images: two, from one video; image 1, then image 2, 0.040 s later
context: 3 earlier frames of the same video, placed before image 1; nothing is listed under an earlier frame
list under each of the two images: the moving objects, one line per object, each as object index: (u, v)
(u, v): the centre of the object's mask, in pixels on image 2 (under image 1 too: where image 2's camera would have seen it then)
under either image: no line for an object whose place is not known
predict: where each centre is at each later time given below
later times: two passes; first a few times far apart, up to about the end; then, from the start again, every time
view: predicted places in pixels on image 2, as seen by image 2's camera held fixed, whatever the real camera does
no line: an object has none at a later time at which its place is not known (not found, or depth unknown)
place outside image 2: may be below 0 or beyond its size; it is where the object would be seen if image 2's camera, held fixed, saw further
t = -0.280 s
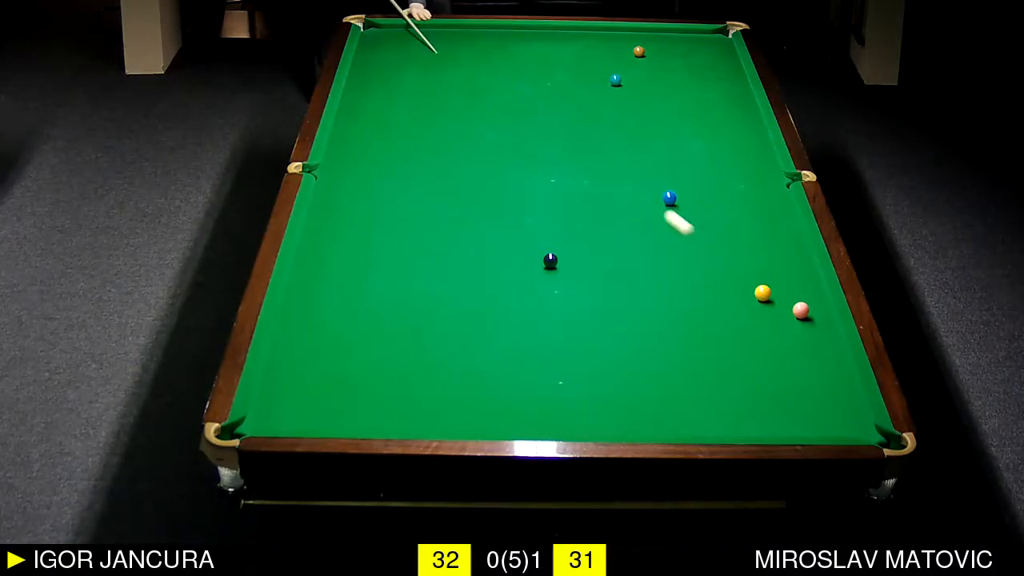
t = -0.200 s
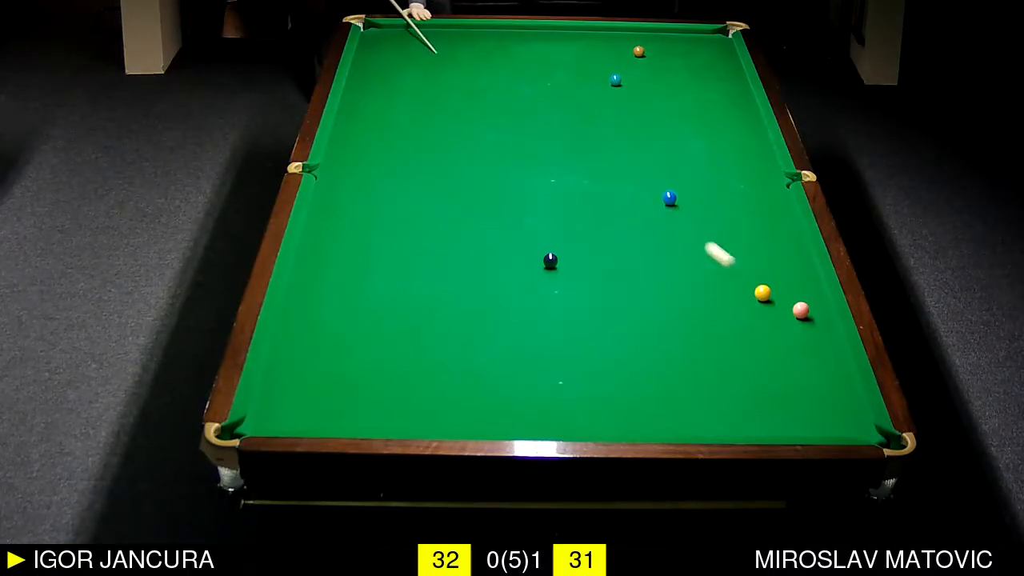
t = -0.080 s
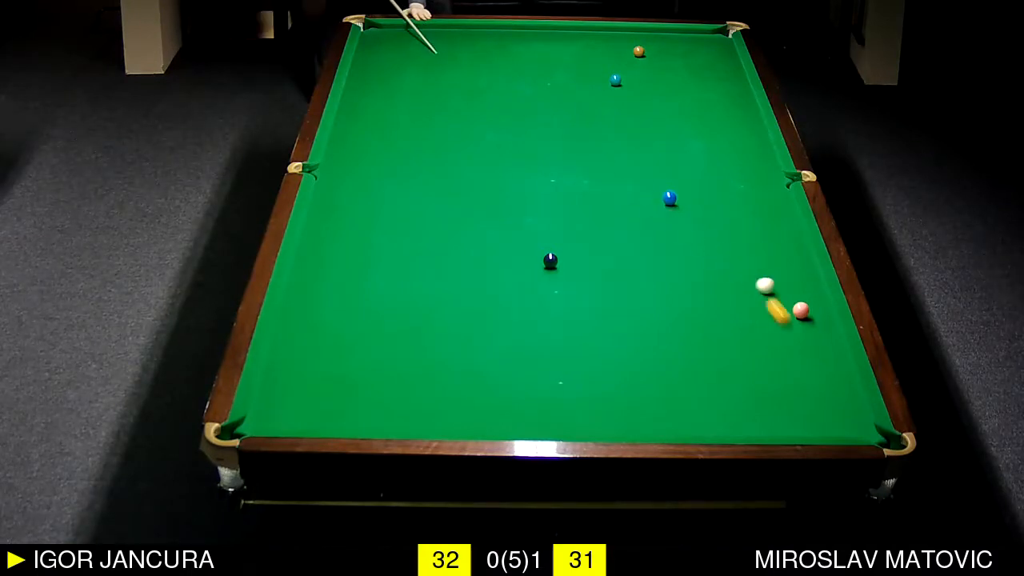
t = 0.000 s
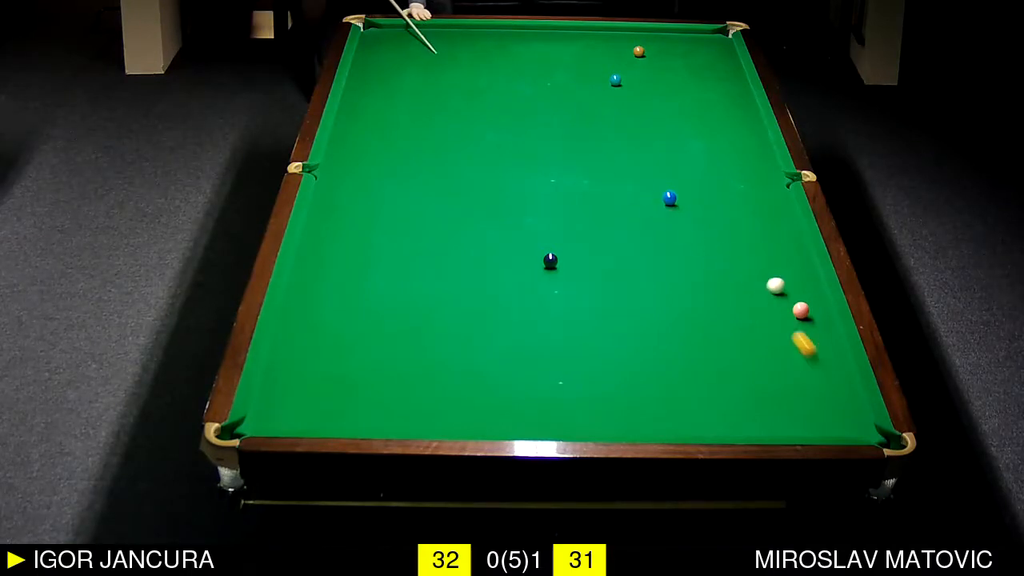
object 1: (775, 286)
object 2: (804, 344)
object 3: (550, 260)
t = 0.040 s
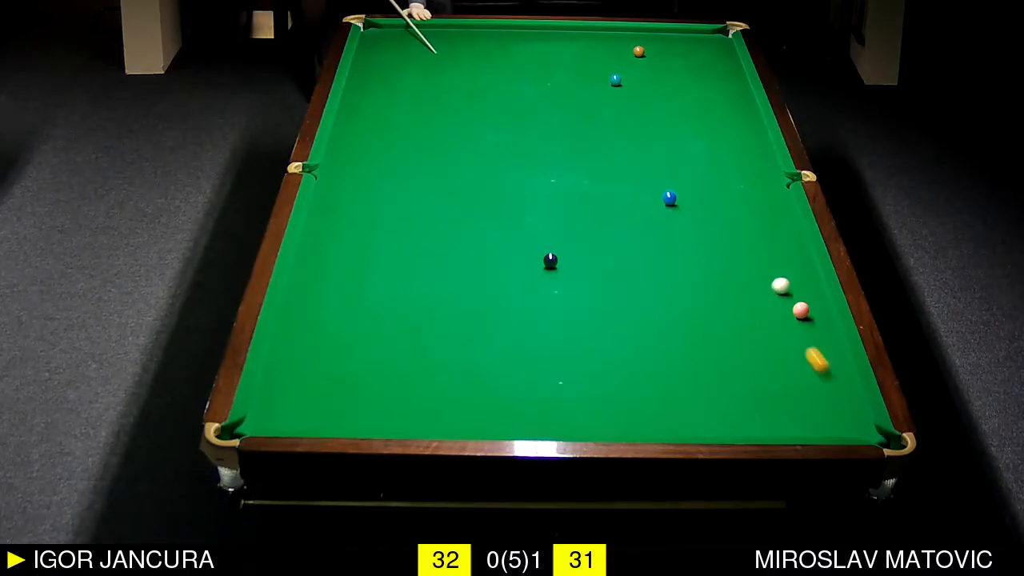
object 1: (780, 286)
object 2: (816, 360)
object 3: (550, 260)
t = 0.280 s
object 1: (809, 286)
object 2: (871, 431)
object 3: (550, 260)
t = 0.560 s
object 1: (799, 284)
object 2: (821, 413)
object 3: (550, 260)
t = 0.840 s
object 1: (778, 283)
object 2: (784, 390)
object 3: (550, 260)
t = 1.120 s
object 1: (760, 281)
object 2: (751, 370)
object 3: (550, 260)
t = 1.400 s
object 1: (744, 280)
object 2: (720, 351)
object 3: (550, 260)
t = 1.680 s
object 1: (731, 279)
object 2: (693, 335)
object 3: (550, 260)
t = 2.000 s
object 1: (719, 278)
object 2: (664, 318)
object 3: (550, 260)
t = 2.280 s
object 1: (712, 278)
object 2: (641, 305)
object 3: (550, 260)
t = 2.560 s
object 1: (707, 278)
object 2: (620, 294)
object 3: (550, 260)
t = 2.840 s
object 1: (705, 278)
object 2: (602, 283)
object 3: (550, 260)
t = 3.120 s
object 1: (704, 277)
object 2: (585, 274)
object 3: (550, 260)
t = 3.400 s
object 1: (704, 277)
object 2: (571, 266)
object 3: (550, 260)
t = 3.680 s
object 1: (704, 277)
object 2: (565, 260)
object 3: (544, 259)
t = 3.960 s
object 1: (704, 277)
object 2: (564, 257)
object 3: (537, 258)
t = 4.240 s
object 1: (704, 277)
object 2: (563, 254)
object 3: (531, 256)
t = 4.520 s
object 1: (704, 277)
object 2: (563, 253)
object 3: (528, 256)
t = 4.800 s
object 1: (704, 277)
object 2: (563, 252)
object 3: (526, 255)
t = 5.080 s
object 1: (704, 277)
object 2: (562, 253)
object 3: (526, 255)
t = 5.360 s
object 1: (704, 277)
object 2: (562, 253)
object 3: (527, 255)
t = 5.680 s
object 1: (704, 277)
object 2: (563, 253)
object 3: (527, 255)
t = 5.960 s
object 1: (704, 277)
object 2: (562, 253)
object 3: (527, 255)
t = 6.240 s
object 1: (704, 277)
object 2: (562, 253)
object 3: (527, 255)
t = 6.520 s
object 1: (704, 277)
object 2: (562, 253)
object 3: (527, 255)
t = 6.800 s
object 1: (704, 277)
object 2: (563, 253)
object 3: (527, 255)
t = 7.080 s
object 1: (704, 277)
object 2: (563, 253)
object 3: (527, 255)
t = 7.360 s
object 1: (704, 277)
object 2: (563, 253)
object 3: (527, 255)
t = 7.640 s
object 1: (704, 277)
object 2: (563, 253)
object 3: (527, 255)
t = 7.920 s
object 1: (704, 277)
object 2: (563, 253)
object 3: (527, 255)
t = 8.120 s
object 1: (704, 277)
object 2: (562, 253)
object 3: (527, 255)
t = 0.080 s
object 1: (785, 286)
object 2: (829, 376)
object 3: (550, 260)
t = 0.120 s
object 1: (790, 286)
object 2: (842, 392)
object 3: (550, 260)
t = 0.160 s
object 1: (795, 286)
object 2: (854, 408)
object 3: (550, 260)
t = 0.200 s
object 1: (800, 286)
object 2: (863, 423)
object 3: (550, 260)
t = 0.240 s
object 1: (805, 286)
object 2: (865, 432)
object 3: (550, 260)
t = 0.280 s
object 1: (809, 286)
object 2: (871, 431)
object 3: (550, 260)
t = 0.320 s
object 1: (814, 286)
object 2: (859, 431)
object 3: (550, 260)
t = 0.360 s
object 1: (815, 286)
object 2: (849, 429)
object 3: (550, 260)
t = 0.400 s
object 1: (812, 286)
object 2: (842, 426)
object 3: (550, 260)
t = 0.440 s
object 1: (808, 285)
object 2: (837, 423)
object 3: (550, 260)
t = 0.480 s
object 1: (805, 285)
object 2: (832, 419)
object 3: (550, 260)
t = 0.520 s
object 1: (802, 285)
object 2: (826, 416)
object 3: (550, 260)
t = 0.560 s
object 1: (799, 284)
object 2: (821, 413)
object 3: (550, 260)
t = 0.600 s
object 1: (796, 284)
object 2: (816, 410)
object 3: (550, 260)
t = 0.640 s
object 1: (793, 284)
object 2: (810, 406)
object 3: (550, 260)
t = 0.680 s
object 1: (790, 284)
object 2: (805, 403)
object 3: (550, 260)
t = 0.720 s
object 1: (787, 283)
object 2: (799, 400)
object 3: (550, 260)
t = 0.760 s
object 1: (784, 283)
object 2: (795, 397)
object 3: (550, 260)
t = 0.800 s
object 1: (781, 283)
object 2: (789, 393)
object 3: (550, 260)
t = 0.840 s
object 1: (778, 283)
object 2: (784, 390)
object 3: (550, 260)
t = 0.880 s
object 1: (775, 283)
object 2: (779, 387)
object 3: (550, 260)
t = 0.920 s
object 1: (773, 282)
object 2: (774, 384)
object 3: (550, 260)
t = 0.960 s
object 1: (770, 282)
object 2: (770, 381)
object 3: (550, 260)
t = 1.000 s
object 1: (768, 282)
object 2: (765, 378)
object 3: (550, 260)
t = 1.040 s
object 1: (765, 281)
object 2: (760, 375)
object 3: (550, 260)
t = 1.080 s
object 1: (762, 281)
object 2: (756, 372)
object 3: (550, 260)
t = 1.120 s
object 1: (760, 281)
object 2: (751, 370)
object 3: (550, 260)
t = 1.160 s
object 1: (757, 281)
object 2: (746, 367)
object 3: (550, 260)
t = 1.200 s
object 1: (755, 281)
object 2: (742, 364)
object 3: (550, 260)
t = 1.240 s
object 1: (753, 280)
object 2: (737, 362)
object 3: (550, 260)
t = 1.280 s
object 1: (751, 280)
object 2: (733, 359)
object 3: (550, 260)
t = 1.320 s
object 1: (748, 280)
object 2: (729, 356)
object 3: (550, 260)
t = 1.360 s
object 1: (746, 280)
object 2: (725, 354)
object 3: (550, 260)
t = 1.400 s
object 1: (744, 280)
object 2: (720, 351)
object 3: (550, 260)
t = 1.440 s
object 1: (742, 280)
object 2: (716, 349)
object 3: (550, 260)
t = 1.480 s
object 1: (740, 280)
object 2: (712, 346)
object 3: (550, 260)
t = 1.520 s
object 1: (738, 279)
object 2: (708, 344)
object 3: (550, 260)
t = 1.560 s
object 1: (736, 279)
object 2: (704, 342)
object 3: (550, 260)
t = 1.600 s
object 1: (735, 279)
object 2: (700, 339)
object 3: (550, 260)
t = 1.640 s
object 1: (733, 279)
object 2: (696, 337)
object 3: (550, 260)
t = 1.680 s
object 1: (731, 279)
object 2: (693, 335)
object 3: (550, 260)
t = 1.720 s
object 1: (729, 279)
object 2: (689, 333)
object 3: (550, 260)
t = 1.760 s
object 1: (728, 279)
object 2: (685, 330)
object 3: (550, 260)
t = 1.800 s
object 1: (726, 279)
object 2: (681, 328)
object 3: (550, 260)
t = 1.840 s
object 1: (725, 278)
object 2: (678, 326)
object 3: (550, 260)
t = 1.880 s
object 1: (723, 278)
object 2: (674, 324)
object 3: (550, 260)
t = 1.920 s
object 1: (722, 278)
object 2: (670, 322)
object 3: (550, 260)
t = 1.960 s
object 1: (721, 278)
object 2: (667, 320)
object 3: (550, 260)
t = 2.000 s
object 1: (719, 278)
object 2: (664, 318)
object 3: (550, 260)
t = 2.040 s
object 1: (718, 278)
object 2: (660, 316)
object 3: (550, 260)
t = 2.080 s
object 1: (717, 278)
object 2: (657, 314)
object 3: (550, 260)
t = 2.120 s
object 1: (716, 278)
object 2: (653, 313)
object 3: (550, 260)
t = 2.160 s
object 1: (715, 278)
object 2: (650, 311)
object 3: (550, 260)
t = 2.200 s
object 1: (714, 278)
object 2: (647, 309)
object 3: (550, 260)
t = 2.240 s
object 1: (713, 278)
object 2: (644, 307)
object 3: (550, 260)
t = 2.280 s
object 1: (712, 278)
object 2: (641, 305)
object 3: (550, 260)
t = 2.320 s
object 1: (711, 278)
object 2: (638, 304)
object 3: (550, 260)
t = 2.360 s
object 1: (710, 278)
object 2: (635, 302)
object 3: (550, 260)
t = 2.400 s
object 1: (709, 278)
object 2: (631, 300)
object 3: (550, 260)
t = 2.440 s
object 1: (709, 278)
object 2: (629, 299)
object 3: (550, 260)
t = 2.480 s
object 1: (708, 278)
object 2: (626, 297)
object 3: (550, 260)
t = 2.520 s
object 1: (708, 278)
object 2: (623, 295)
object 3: (550, 260)
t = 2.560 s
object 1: (707, 278)
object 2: (620, 294)
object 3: (550, 260)
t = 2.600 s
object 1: (707, 278)
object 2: (617, 292)
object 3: (550, 260)
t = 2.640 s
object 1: (706, 277)
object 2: (615, 291)
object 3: (550, 260)
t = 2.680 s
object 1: (706, 277)
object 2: (612, 289)
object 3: (550, 260)
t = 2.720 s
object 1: (705, 278)
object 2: (609, 288)
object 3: (550, 260)
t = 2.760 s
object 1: (705, 277)
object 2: (607, 286)
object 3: (550, 260)
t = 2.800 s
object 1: (705, 277)
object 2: (604, 285)
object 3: (550, 260)
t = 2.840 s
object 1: (705, 278)
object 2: (602, 283)
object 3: (550, 260)
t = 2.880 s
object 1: (705, 277)
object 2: (599, 282)
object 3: (550, 260)
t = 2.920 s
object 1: (704, 277)
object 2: (597, 281)
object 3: (550, 260)
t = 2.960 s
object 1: (704, 277)
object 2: (594, 279)
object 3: (550, 260)
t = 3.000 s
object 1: (704, 277)
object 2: (592, 278)
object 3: (550, 260)
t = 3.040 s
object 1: (704, 277)
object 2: (590, 277)
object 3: (550, 260)
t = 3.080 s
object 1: (704, 277)
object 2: (587, 276)
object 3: (550, 260)
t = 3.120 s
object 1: (704, 277)
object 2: (585, 274)
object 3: (550, 260)
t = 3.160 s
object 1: (704, 277)
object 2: (583, 273)
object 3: (550, 260)
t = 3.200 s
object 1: (704, 277)
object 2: (581, 272)
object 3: (550, 260)
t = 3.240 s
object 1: (704, 277)
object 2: (579, 271)
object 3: (550, 260)
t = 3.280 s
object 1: (704, 277)
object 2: (576, 269)
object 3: (550, 260)
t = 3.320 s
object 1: (704, 277)
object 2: (574, 268)
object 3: (550, 260)
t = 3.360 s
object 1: (704, 277)
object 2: (572, 267)
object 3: (550, 260)
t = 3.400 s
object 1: (704, 277)
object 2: (571, 266)
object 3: (550, 260)
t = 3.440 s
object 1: (704, 277)
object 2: (569, 265)
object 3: (550, 260)
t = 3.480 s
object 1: (704, 277)
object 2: (567, 264)
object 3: (550, 260)
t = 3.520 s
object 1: (704, 277)
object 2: (565, 263)
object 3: (550, 260)
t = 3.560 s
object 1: (704, 277)
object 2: (565, 262)
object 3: (548, 260)
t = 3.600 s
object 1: (704, 277)
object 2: (565, 262)
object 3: (547, 260)
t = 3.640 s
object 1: (704, 277)
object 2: (565, 261)
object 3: (546, 260)
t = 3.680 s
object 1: (704, 277)
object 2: (565, 260)
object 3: (544, 259)
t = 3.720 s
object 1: (704, 277)
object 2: (565, 260)
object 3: (543, 259)
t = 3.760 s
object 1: (704, 277)
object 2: (565, 259)
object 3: (542, 259)
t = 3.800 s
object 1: (704, 277)
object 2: (565, 259)
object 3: (541, 259)
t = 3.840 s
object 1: (704, 277)
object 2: (565, 258)
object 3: (540, 258)
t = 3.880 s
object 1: (704, 277)
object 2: (565, 258)
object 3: (539, 258)
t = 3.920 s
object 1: (704, 277)
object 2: (564, 257)
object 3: (538, 258)
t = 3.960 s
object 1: (704, 277)
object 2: (564, 257)
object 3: (537, 258)
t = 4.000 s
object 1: (704, 277)
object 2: (564, 256)
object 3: (536, 257)
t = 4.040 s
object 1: (704, 277)
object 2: (564, 256)
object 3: (535, 257)
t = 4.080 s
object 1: (704, 277)
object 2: (564, 256)
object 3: (534, 257)
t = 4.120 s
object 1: (704, 277)
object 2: (564, 255)
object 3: (534, 257)
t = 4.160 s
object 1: (704, 277)
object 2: (563, 255)
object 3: (533, 257)
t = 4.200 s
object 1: (704, 277)
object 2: (563, 255)
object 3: (532, 256)
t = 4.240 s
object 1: (704, 277)
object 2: (563, 254)
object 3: (531, 256)
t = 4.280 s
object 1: (704, 277)
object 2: (563, 254)
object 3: (531, 256)
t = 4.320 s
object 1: (704, 277)
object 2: (563, 254)
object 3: (530, 256)
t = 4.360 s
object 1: (704, 277)
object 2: (563, 254)
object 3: (530, 256)
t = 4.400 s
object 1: (704, 277)
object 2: (563, 253)
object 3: (529, 256)
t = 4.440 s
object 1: (704, 277)
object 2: (563, 253)
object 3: (529, 256)
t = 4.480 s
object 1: (704, 277)
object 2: (563, 253)
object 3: (529, 255)
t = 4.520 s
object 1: (704, 277)
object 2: (563, 253)
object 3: (528, 256)
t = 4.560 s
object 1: (704, 277)
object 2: (563, 253)
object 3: (528, 255)
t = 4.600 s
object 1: (704, 277)
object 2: (563, 253)
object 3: (527, 255)
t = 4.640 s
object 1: (704, 277)
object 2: (563, 253)
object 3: (527, 255)
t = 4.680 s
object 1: (704, 277)
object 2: (563, 252)
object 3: (527, 255)
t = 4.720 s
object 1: (704, 277)
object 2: (563, 252)
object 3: (526, 255)
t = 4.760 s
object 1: (704, 277)
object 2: (563, 252)
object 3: (526, 255)
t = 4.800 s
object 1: (704, 277)
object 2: (563, 252)
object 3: (526, 255)
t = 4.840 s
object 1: (704, 277)
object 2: (562, 253)
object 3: (526, 255)
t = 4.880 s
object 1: (704, 277)
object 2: (562, 253)
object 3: (526, 255)
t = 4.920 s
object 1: (704, 277)
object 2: (562, 252)
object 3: (526, 255)
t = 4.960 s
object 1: (704, 277)
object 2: (562, 252)
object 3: (526, 255)
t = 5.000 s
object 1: (704, 277)
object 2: (562, 253)
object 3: (526, 255)
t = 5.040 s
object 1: (704, 277)
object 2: (562, 253)
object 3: (526, 255)
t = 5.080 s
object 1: (704, 277)
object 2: (562, 253)
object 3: (526, 255)
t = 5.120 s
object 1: (704, 277)
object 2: (562, 253)
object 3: (527, 255)
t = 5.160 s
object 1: (704, 277)
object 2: (562, 253)
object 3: (527, 255)
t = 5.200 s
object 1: (704, 277)
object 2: (562, 253)
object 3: (527, 255)
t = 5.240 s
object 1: (704, 277)
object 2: (562, 253)
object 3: (527, 255)
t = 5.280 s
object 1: (704, 277)
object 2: (562, 253)
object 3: (527, 255)
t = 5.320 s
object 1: (704, 277)
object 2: (562, 253)
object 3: (527, 255)
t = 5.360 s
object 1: (704, 277)
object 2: (562, 253)
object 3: (527, 255)
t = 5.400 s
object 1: (704, 277)
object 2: (562, 253)
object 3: (527, 255)
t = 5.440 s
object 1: (704, 277)
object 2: (562, 253)
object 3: (526, 255)
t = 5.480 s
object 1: (704, 277)
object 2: (562, 253)
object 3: (527, 255)
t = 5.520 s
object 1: (704, 277)
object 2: (562, 253)
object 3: (527, 255)
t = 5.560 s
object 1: (704, 277)
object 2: (562, 253)
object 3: (527, 255)
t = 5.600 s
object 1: (704, 277)
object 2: (563, 253)
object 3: (527, 255)
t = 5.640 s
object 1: (704, 277)
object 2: (562, 253)
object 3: (527, 255)
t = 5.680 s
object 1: (704, 277)
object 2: (563, 253)
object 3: (527, 255)
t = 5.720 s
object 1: (704, 277)
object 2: (562, 253)
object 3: (527, 255)
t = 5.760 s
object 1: (704, 277)
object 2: (563, 253)
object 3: (527, 255)
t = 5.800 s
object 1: (704, 277)
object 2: (562, 253)
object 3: (527, 255)
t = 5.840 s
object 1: (704, 277)
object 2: (563, 253)
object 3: (527, 255)
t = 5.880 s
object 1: (704, 277)
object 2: (563, 253)
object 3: (527, 255)
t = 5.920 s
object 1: (704, 277)
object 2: (563, 253)
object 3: (527, 255)
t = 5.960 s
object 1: (704, 277)
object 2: (562, 253)
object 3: (527, 255)
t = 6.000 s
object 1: (704, 277)
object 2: (563, 253)
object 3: (527, 255)
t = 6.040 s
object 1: (704, 277)
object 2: (563, 253)
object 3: (527, 255)
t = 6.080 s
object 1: (704, 277)
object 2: (562, 253)
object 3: (527, 255)
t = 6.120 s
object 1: (704, 277)
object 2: (563, 253)
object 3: (527, 255)
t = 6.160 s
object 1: (704, 277)
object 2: (562, 253)
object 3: (527, 255)
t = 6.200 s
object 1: (704, 277)
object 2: (563, 253)
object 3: (527, 255)
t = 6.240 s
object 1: (704, 277)
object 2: (562, 253)
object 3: (527, 255)
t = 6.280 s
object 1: (704, 277)
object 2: (562, 253)
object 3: (527, 255)
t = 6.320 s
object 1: (704, 277)
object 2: (562, 253)
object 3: (527, 255)
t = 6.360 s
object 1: (704, 277)
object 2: (562, 253)
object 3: (527, 255)
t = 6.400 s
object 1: (704, 277)
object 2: (562, 253)
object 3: (527, 255)
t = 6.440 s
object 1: (704, 277)
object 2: (562, 253)
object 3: (527, 255)
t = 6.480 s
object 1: (704, 277)
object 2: (562, 253)
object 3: (527, 255)
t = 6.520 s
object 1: (704, 277)
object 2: (562, 253)
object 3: (527, 255)
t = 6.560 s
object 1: (704, 277)
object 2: (562, 253)
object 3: (527, 255)
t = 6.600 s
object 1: (704, 277)
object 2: (562, 253)
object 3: (527, 255)
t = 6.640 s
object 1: (704, 277)
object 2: (562, 253)
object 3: (527, 255)
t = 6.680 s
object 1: (704, 277)
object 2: (563, 253)
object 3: (527, 255)
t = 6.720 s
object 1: (704, 277)
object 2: (563, 253)
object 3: (527, 255)
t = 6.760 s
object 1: (704, 277)
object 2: (563, 253)
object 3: (527, 255)
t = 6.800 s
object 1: (704, 277)
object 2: (563, 253)
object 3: (527, 255)
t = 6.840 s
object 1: (704, 277)
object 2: (563, 253)
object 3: (527, 255)
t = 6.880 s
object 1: (704, 277)
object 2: (562, 253)
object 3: (527, 255)
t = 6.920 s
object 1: (704, 277)
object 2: (562, 253)
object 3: (527, 255)
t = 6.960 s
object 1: (704, 277)
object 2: (563, 253)
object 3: (527, 255)
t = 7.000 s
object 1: (704, 277)
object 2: (562, 253)
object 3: (527, 255)
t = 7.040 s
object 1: (704, 277)
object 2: (562, 253)
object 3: (527, 255)
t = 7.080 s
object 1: (704, 277)
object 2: (563, 253)
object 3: (527, 255)
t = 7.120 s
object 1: (704, 277)
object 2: (562, 253)
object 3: (527, 255)
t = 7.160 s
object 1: (704, 277)
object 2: (562, 253)
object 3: (527, 255)
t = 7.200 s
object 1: (704, 277)
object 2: (562, 253)
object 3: (527, 255)
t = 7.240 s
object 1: (704, 277)
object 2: (563, 253)
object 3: (527, 255)
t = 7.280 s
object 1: (704, 277)
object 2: (562, 253)
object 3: (527, 255)
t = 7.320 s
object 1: (704, 277)
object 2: (563, 253)
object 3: (527, 255)
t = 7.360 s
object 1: (704, 277)
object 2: (563, 253)
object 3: (527, 255)
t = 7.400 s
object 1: (704, 277)
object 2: (563, 253)
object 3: (527, 255)
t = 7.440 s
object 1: (704, 277)
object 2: (563, 253)
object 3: (527, 255)
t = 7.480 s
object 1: (704, 277)
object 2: (563, 253)
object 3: (527, 255)
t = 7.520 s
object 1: (704, 277)
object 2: (562, 253)
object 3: (527, 255)
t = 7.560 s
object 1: (704, 277)
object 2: (563, 253)
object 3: (527, 255)
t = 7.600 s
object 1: (704, 277)
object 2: (563, 253)
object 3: (527, 255)
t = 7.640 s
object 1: (704, 277)
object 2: (563, 253)
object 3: (527, 255)
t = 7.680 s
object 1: (704, 277)
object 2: (563, 253)
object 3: (527, 255)
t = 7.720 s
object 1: (704, 277)
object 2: (563, 253)
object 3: (527, 255)
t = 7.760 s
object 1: (704, 277)
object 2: (563, 253)
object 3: (527, 255)
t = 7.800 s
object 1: (704, 277)
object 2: (563, 253)
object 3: (527, 255)
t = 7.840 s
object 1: (704, 277)
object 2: (562, 253)
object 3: (527, 255)
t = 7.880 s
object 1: (704, 277)
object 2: (563, 253)
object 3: (527, 255)
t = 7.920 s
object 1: (704, 277)
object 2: (563, 253)
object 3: (527, 255)
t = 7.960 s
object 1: (704, 277)
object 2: (563, 253)
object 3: (527, 255)
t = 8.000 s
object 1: (704, 277)
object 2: (562, 253)
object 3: (526, 255)
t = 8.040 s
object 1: (704, 277)
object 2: (562, 253)
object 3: (527, 255)
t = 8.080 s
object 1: (704, 277)
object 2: (562, 253)
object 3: (527, 255)
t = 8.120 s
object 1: (704, 277)
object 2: (562, 253)
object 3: (527, 255)
